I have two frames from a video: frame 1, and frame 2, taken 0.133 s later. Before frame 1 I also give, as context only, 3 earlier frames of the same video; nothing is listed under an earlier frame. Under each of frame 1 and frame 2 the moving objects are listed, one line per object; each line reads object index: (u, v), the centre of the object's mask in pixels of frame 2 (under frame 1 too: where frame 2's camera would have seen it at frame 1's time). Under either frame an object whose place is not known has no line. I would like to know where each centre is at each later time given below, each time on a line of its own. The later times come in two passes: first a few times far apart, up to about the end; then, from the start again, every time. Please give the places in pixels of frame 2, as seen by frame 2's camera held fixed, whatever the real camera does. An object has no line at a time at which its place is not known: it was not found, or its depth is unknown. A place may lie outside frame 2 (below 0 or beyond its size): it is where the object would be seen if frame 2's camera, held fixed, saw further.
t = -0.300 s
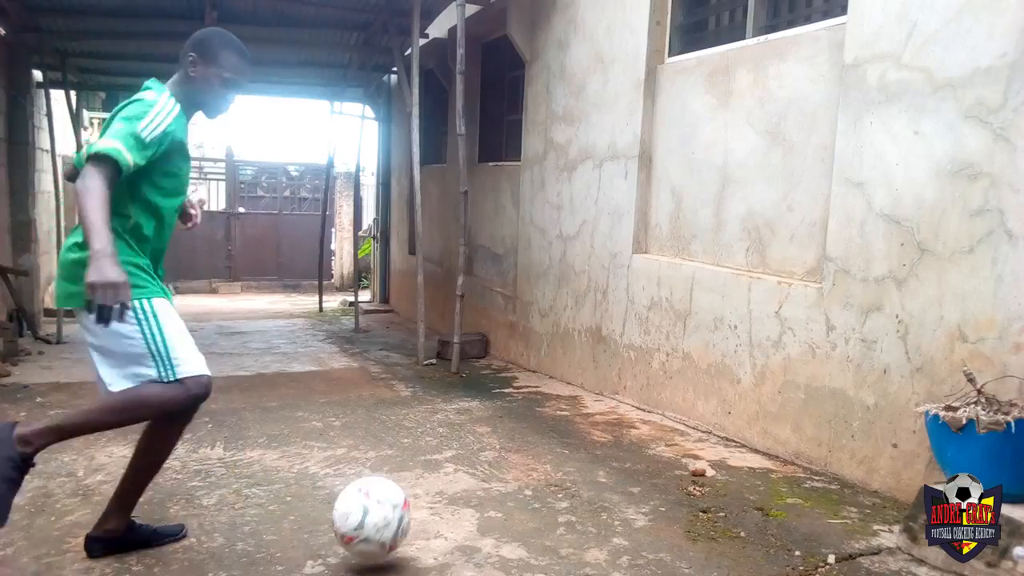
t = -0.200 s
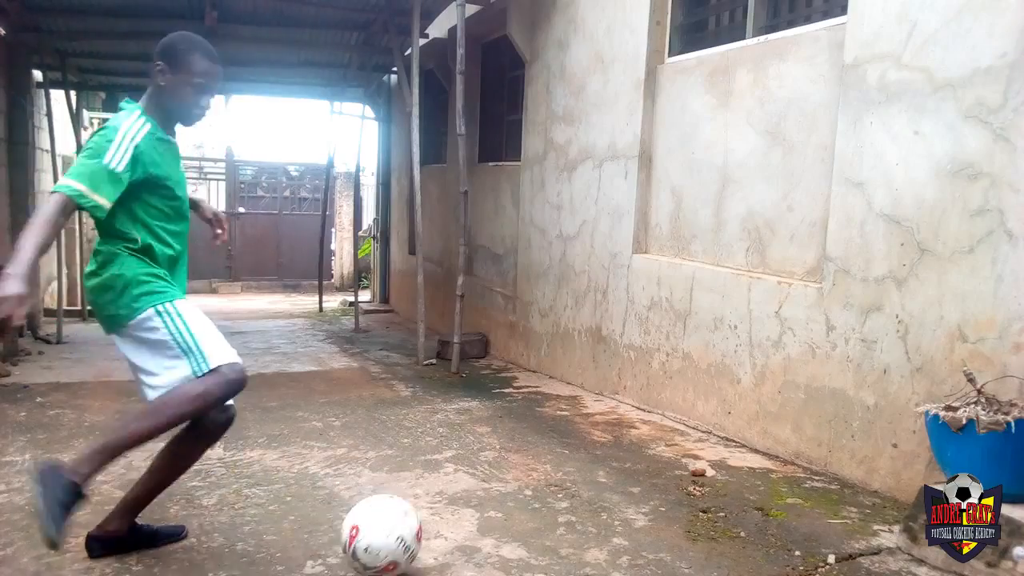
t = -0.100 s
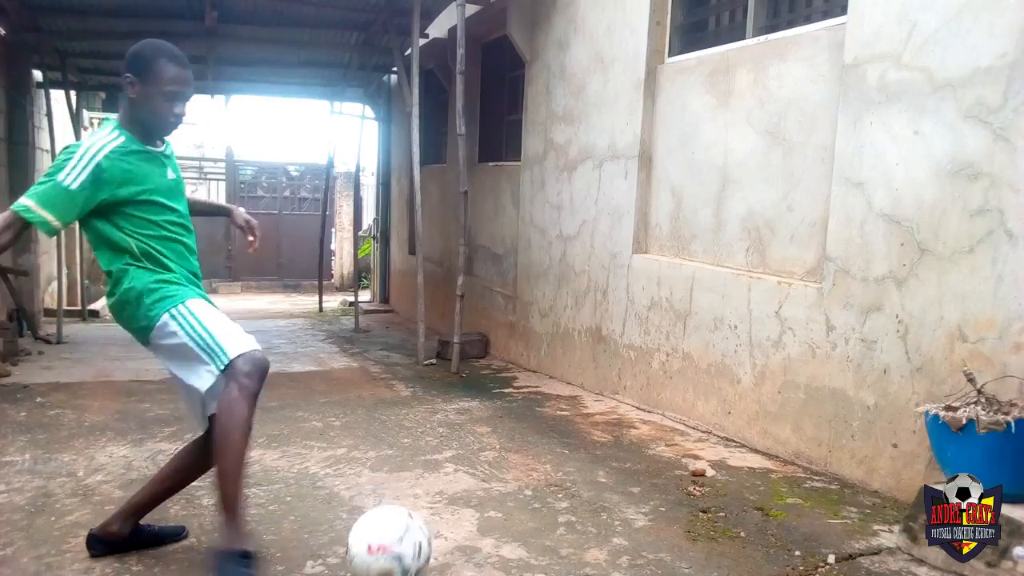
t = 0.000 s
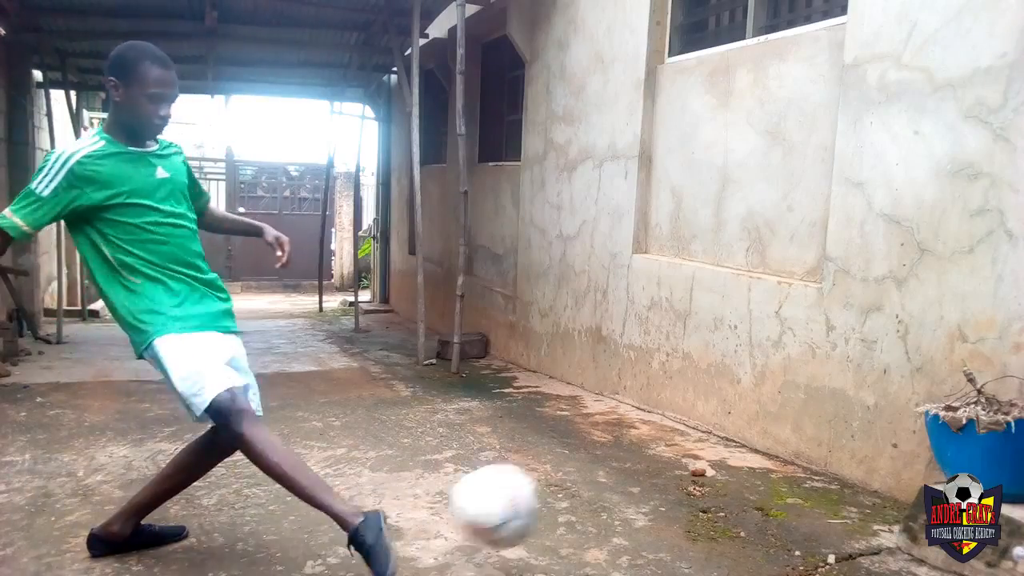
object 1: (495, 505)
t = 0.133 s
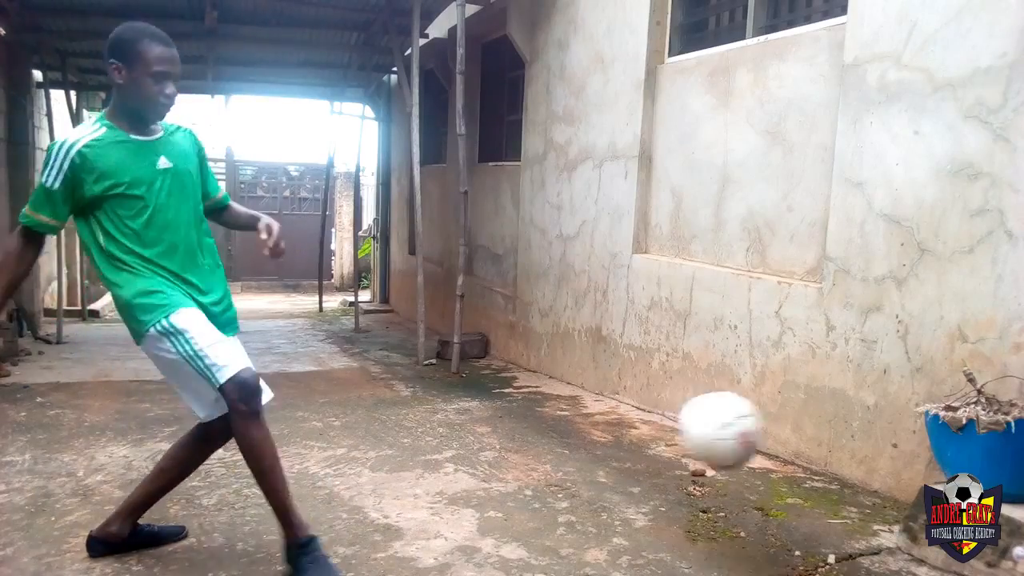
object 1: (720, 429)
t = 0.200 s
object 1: (823, 417)
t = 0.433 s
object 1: (840, 449)
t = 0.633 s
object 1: (795, 414)
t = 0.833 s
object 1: (750, 435)
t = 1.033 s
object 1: (717, 404)
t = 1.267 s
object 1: (677, 402)
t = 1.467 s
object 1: (646, 397)
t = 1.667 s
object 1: (617, 388)
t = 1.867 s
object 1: (591, 380)
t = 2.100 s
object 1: (561, 374)
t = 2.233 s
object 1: (545, 368)
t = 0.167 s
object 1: (772, 421)
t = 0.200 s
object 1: (823, 417)
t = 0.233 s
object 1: (869, 416)
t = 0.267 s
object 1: (892, 416)
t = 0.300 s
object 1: (882, 417)
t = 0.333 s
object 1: (872, 420)
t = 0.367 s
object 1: (861, 427)
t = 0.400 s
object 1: (851, 436)
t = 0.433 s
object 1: (840, 449)
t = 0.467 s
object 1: (831, 463)
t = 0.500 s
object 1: (823, 457)
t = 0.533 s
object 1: (816, 441)
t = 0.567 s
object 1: (810, 429)
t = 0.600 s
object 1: (803, 420)
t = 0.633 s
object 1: (795, 414)
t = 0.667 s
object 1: (789, 410)
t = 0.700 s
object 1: (781, 410)
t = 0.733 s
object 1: (773, 412)
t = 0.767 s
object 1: (766, 417)
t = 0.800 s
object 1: (758, 425)
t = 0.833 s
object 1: (750, 435)
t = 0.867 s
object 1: (745, 429)
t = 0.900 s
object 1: (739, 419)
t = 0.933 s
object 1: (734, 411)
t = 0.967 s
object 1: (729, 407)
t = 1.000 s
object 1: (723, 405)
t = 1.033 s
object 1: (717, 404)
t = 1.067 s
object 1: (711, 407)
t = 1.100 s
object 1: (705, 414)
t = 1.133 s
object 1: (700, 417)
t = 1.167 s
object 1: (695, 411)
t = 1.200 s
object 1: (690, 405)
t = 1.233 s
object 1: (684, 403)
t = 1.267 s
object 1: (677, 402)
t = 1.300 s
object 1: (672, 404)
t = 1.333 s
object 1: (666, 407)
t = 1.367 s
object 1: (660, 402)
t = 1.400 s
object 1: (656, 397)
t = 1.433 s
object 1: (651, 397)
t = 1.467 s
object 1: (646, 397)
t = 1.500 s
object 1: (640, 398)
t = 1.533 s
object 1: (636, 395)
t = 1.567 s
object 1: (631, 393)
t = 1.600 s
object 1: (626, 393)
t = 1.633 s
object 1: (621, 392)
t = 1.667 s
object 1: (617, 388)
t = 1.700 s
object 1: (612, 387)
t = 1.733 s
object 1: (607, 387)
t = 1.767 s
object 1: (603, 385)
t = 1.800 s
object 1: (599, 383)
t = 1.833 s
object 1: (595, 383)
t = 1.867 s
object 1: (591, 380)
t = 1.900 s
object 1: (587, 378)
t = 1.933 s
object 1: (582, 378)
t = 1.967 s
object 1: (577, 378)
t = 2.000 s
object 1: (574, 377)
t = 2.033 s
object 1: (570, 375)
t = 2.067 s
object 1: (565, 375)
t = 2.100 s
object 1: (561, 374)
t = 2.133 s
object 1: (556, 372)
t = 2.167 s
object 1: (553, 371)
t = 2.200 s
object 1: (549, 371)
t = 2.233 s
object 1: (545, 368)
